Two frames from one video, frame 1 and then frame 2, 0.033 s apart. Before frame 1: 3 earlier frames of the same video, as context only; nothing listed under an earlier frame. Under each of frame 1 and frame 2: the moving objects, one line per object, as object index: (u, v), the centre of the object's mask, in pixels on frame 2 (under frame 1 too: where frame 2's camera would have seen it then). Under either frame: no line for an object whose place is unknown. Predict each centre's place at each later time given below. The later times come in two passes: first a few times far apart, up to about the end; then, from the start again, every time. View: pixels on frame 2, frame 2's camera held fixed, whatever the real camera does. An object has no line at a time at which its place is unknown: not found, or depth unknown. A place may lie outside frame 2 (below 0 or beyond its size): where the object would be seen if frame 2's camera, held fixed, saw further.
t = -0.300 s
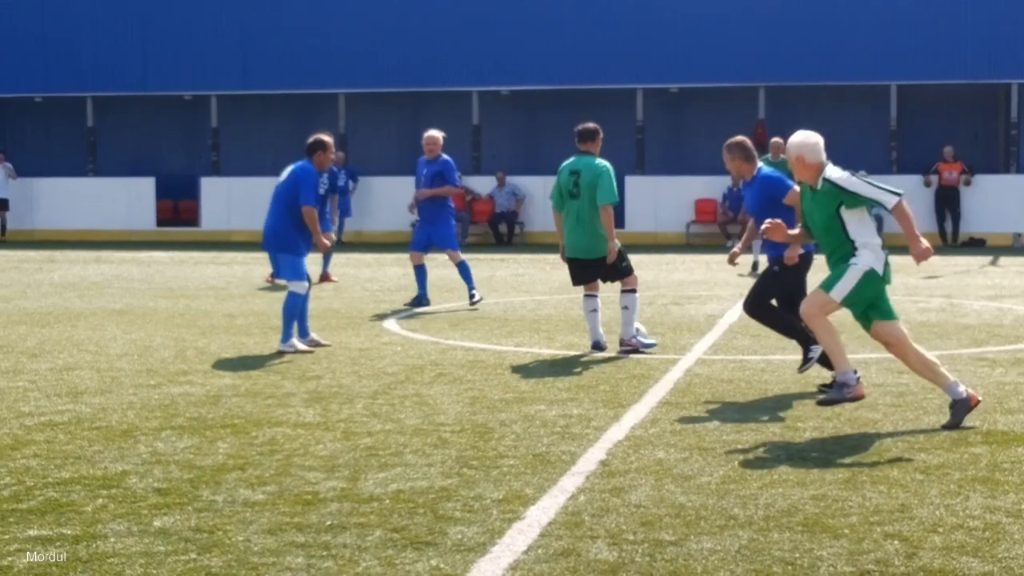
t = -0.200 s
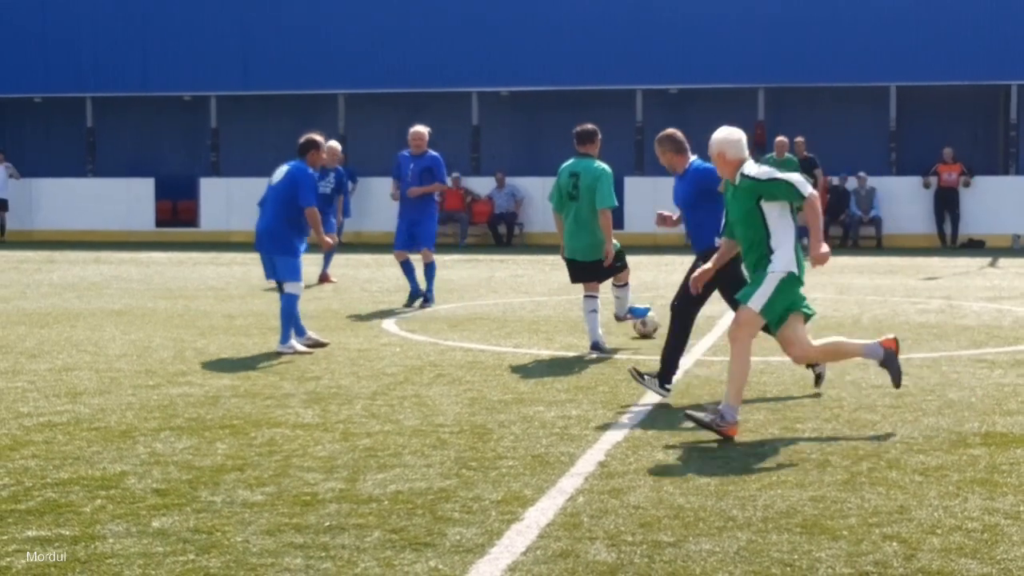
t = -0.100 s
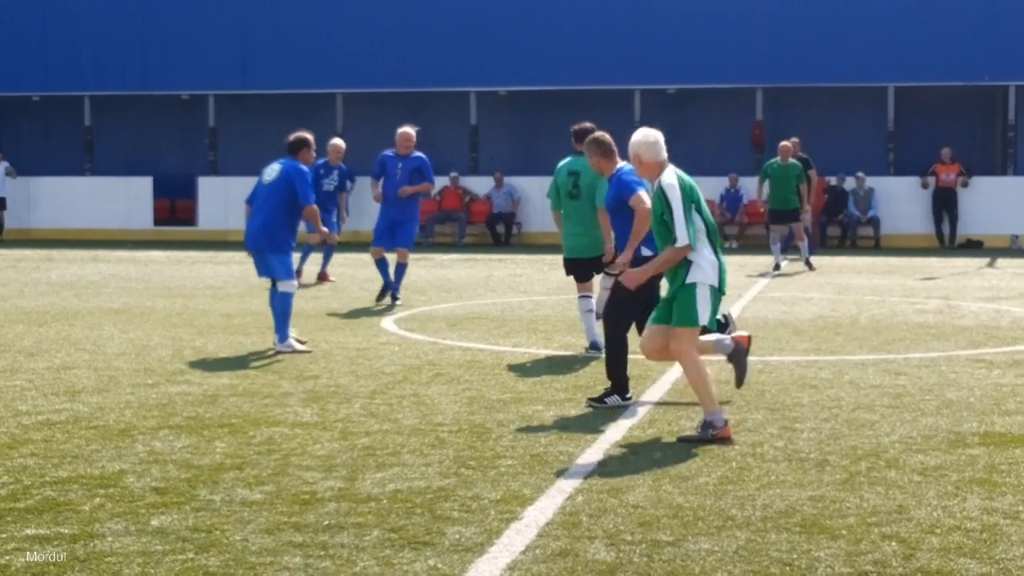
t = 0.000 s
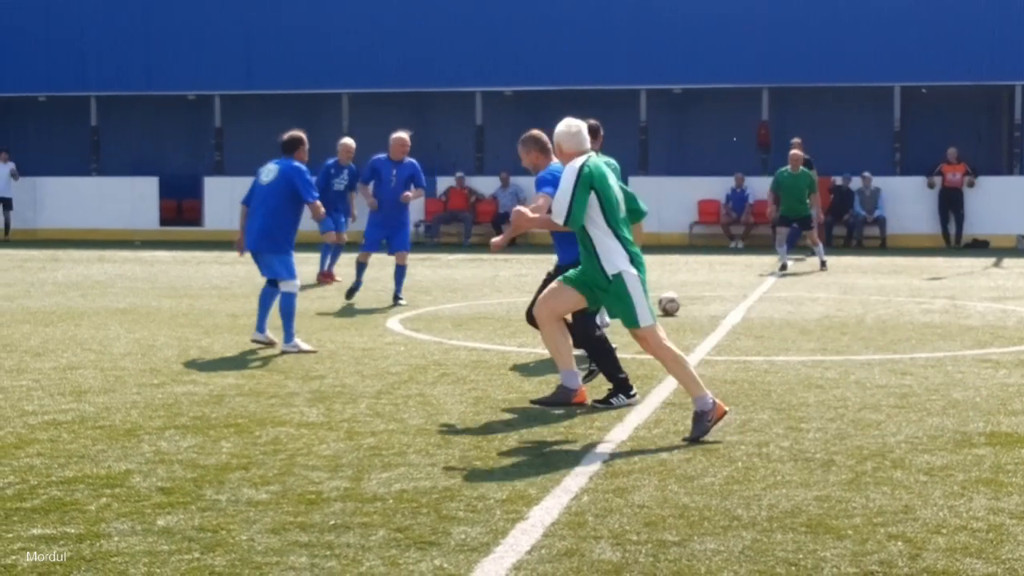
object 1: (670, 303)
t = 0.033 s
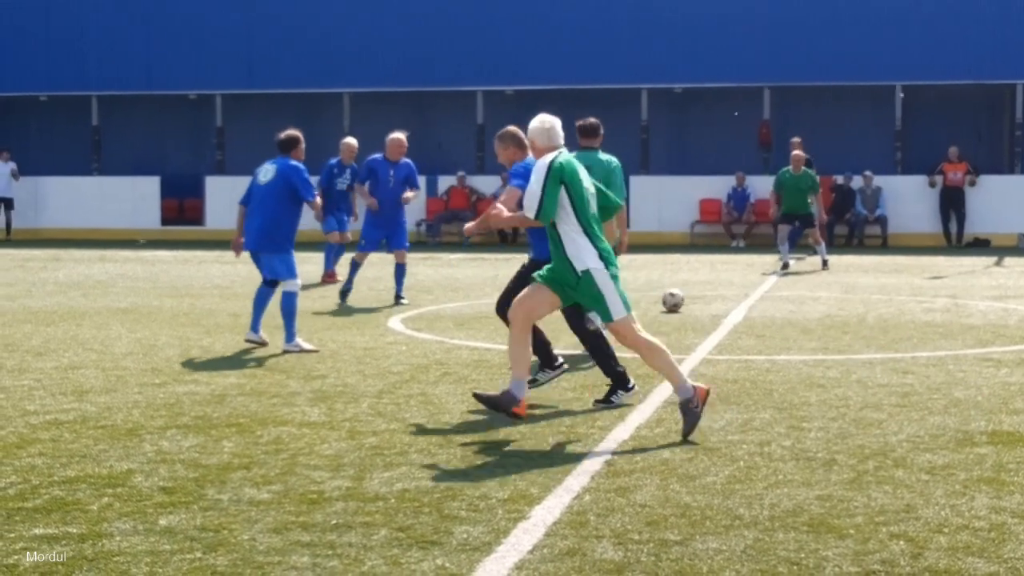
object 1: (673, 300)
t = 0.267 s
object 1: (684, 287)
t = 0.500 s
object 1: (690, 277)
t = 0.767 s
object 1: (696, 267)
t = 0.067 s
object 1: (675, 298)
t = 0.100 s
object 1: (677, 295)
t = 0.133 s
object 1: (678, 293)
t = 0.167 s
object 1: (680, 291)
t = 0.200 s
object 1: (681, 289)
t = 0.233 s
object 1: (682, 287)
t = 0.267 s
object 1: (684, 287)
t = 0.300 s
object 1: (685, 285)
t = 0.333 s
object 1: (685, 283)
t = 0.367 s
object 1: (687, 282)
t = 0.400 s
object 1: (688, 281)
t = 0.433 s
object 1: (689, 280)
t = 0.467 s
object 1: (690, 278)
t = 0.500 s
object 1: (690, 277)
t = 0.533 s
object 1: (691, 276)
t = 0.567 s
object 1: (692, 275)
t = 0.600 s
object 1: (693, 274)
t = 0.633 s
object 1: (693, 273)
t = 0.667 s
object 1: (694, 271)
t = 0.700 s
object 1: (695, 270)
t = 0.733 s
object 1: (695, 270)
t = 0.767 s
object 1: (696, 267)
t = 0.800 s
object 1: (696, 265)
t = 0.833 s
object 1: (697, 263)
